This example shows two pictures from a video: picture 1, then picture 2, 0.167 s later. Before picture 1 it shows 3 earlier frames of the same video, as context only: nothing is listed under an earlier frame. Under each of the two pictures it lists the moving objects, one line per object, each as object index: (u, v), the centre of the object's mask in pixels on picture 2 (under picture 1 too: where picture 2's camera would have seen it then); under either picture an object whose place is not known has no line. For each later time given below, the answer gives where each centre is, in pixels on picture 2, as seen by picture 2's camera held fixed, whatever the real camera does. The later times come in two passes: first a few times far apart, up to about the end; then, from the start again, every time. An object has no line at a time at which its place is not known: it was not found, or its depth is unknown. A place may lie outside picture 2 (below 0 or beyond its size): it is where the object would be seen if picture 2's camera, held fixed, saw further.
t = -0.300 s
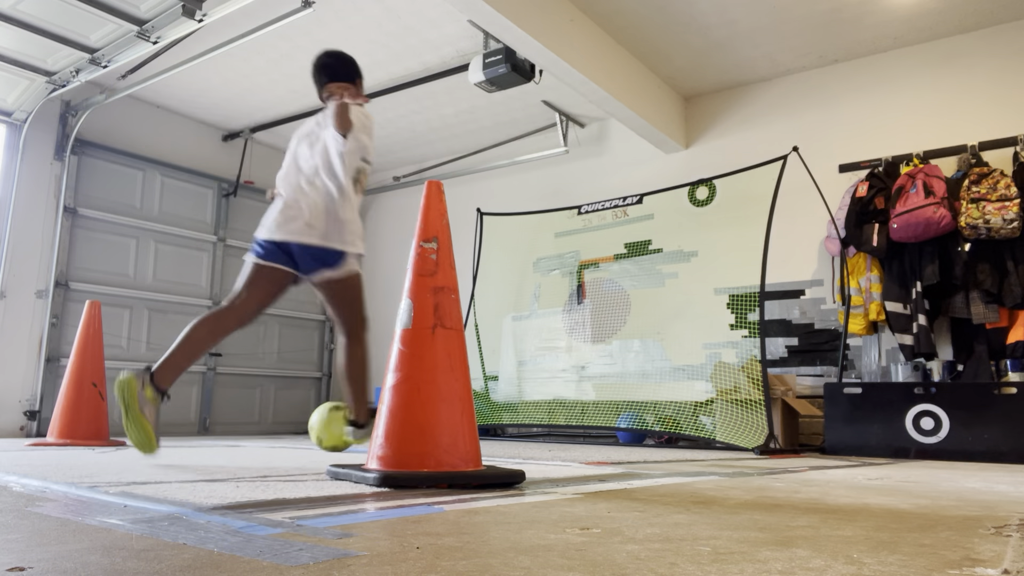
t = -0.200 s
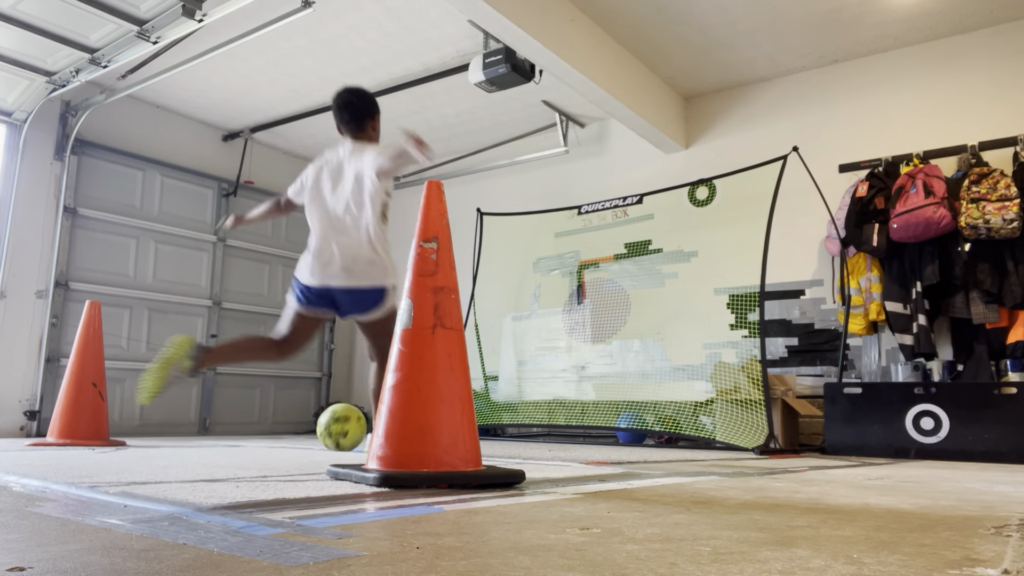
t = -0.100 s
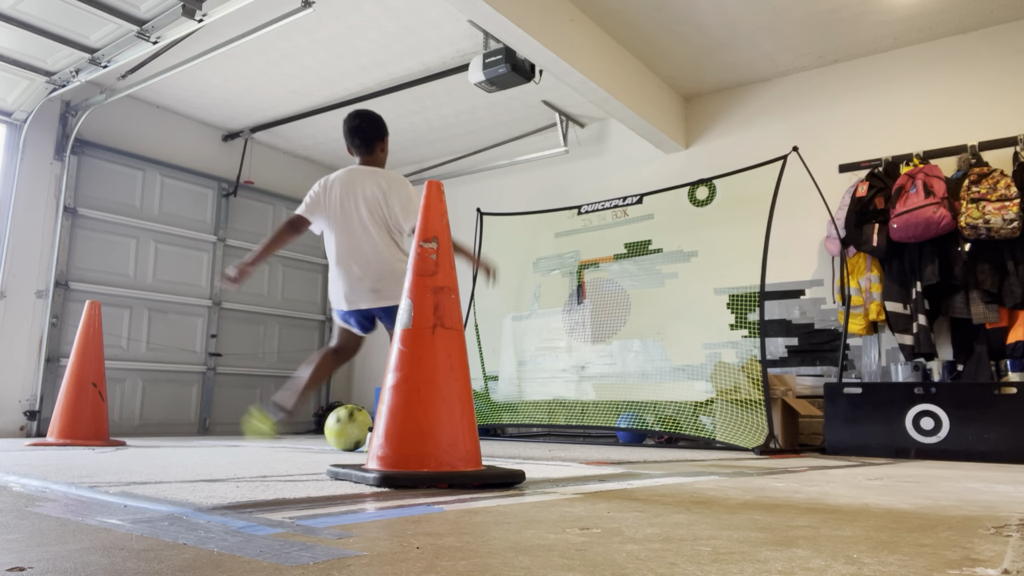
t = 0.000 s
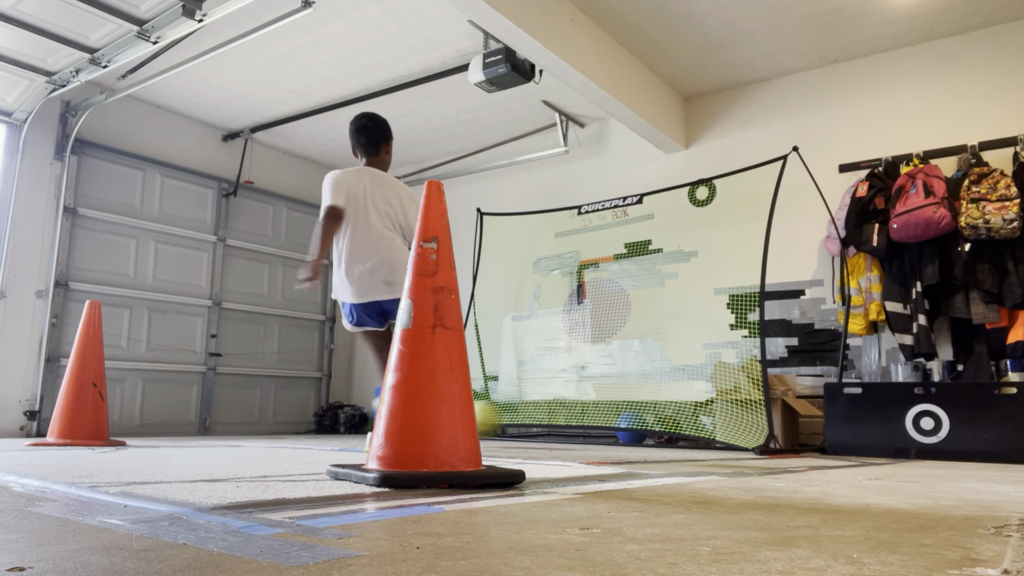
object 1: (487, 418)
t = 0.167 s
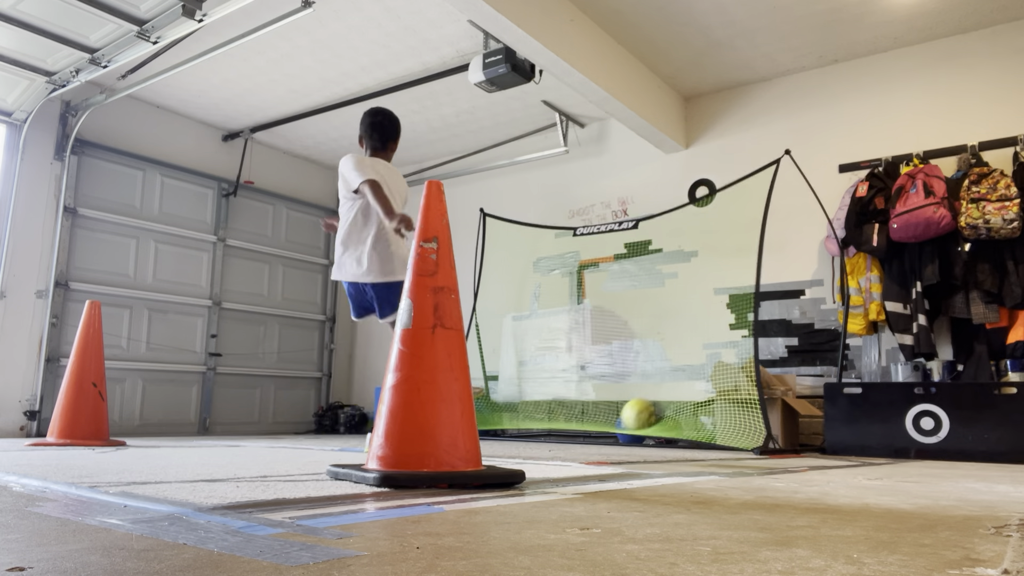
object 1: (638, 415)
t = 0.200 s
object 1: (645, 404)
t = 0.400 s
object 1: (633, 282)
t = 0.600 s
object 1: (605, 203)
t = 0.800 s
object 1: (573, 183)
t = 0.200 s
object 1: (645, 404)
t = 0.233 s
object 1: (649, 388)
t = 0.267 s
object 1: (649, 365)
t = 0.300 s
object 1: (646, 342)
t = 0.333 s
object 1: (642, 321)
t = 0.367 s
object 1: (638, 301)
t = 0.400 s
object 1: (633, 282)
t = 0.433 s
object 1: (629, 264)
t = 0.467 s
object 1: (625, 249)
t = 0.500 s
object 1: (620, 236)
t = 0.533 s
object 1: (614, 223)
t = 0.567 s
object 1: (610, 213)
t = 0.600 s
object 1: (605, 203)
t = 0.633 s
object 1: (599, 196)
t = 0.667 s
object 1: (594, 189)
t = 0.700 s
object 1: (589, 185)
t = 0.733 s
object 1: (584, 182)
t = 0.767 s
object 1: (578, 181)
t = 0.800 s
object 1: (573, 183)
